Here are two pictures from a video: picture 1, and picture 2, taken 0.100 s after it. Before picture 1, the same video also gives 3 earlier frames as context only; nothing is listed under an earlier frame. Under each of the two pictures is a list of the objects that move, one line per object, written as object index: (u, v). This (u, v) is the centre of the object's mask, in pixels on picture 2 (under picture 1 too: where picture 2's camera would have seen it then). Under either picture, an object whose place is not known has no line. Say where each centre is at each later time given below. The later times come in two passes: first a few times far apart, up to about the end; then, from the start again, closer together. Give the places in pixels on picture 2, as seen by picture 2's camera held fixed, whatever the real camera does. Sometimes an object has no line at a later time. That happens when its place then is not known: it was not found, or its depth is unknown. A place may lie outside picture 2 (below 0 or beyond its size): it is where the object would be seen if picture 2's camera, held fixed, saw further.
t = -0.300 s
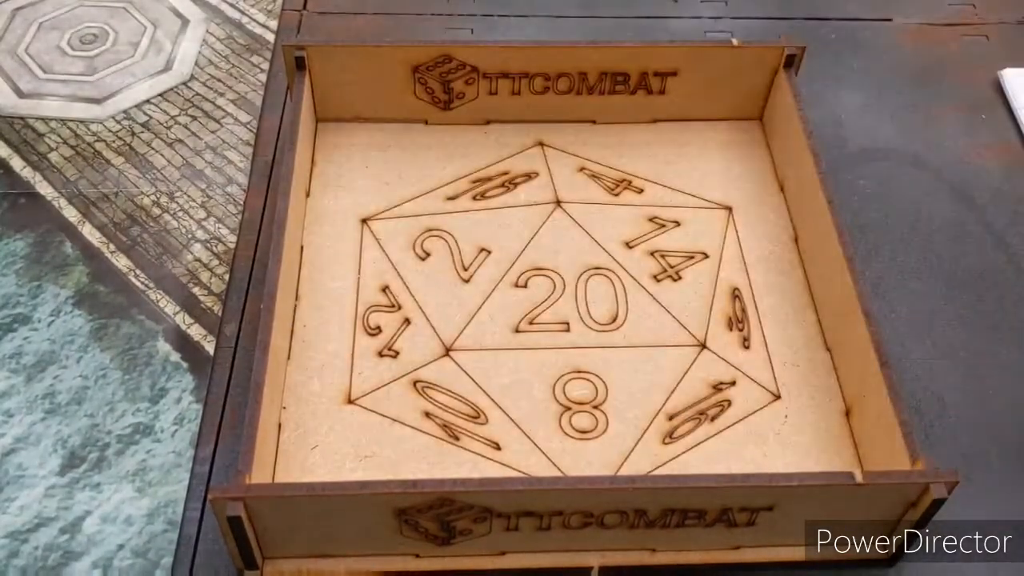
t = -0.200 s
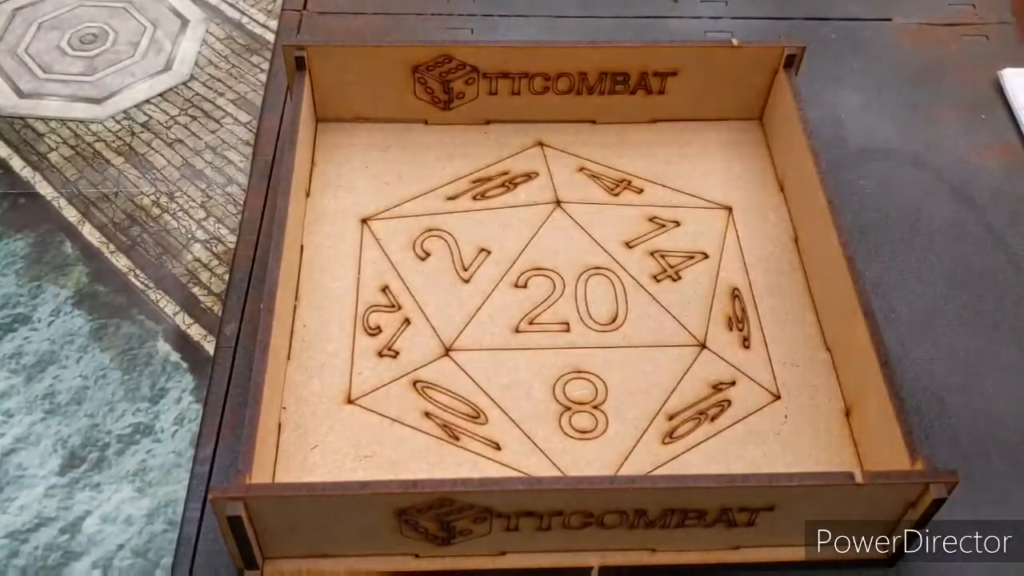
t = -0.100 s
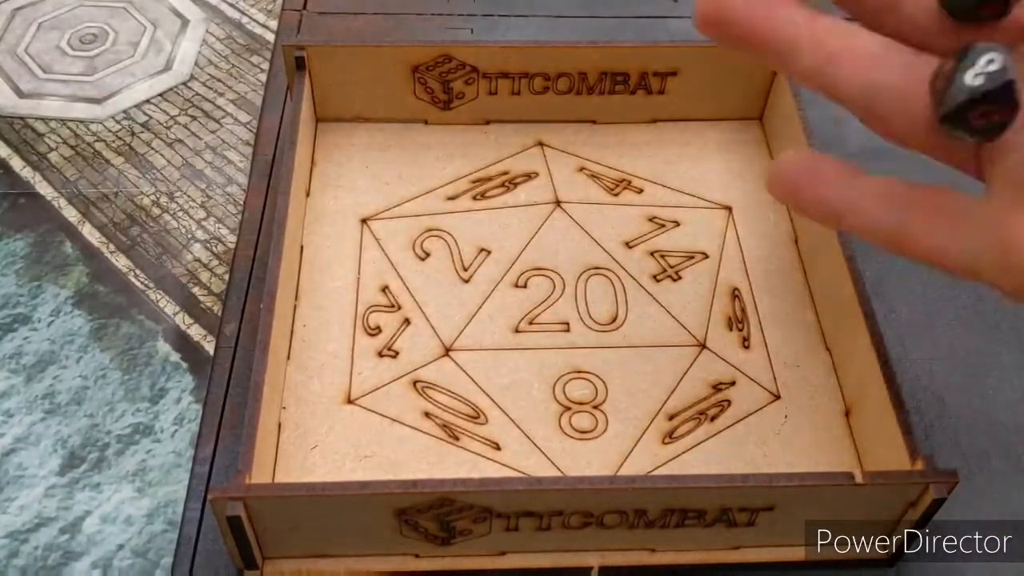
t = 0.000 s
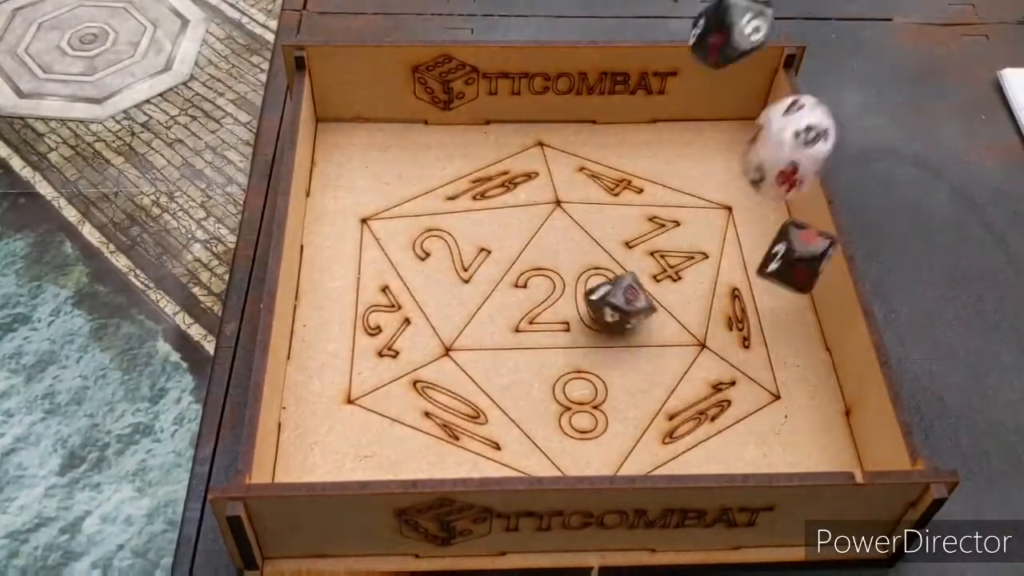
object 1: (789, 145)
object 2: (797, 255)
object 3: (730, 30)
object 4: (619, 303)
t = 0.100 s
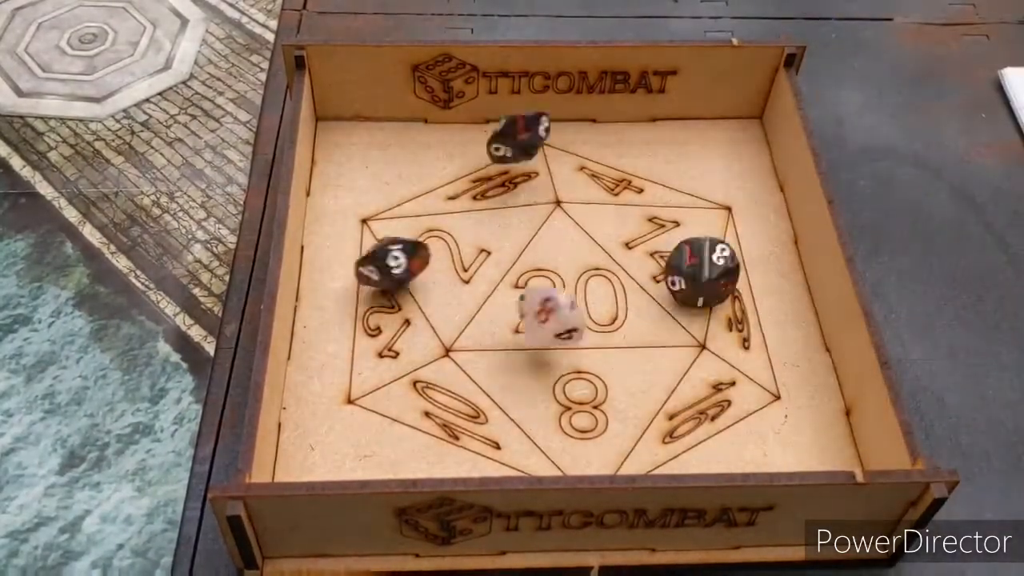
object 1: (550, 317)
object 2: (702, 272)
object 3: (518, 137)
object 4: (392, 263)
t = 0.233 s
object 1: (322, 391)
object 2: (655, 257)
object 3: (336, 130)
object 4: (351, 233)
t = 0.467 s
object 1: (315, 410)
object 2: (665, 257)
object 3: (354, 150)
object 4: (353, 229)
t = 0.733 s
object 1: (315, 410)
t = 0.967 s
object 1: (315, 410)
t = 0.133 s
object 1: (484, 342)
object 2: (682, 272)
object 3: (461, 132)
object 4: (326, 249)
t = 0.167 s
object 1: (423, 360)
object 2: (666, 266)
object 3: (412, 116)
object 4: (335, 241)
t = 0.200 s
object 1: (371, 373)
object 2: (657, 260)
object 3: (368, 124)
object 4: (345, 235)
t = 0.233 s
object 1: (322, 391)
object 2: (655, 257)
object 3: (336, 130)
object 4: (351, 233)
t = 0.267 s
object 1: (309, 398)
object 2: (653, 256)
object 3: (339, 142)
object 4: (354, 230)
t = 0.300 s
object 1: (314, 405)
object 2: (654, 256)
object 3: (346, 148)
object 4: (355, 229)
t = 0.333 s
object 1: (315, 411)
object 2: (657, 257)
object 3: (352, 150)
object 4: (353, 230)
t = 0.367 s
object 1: (315, 412)
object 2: (663, 258)
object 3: (355, 151)
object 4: (354, 229)
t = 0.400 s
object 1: (316, 409)
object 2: (668, 259)
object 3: (354, 150)
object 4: (353, 230)
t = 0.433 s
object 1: (315, 410)
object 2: (667, 258)
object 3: (355, 150)
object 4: (354, 230)
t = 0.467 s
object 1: (315, 410)
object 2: (665, 257)
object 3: (354, 150)
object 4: (353, 229)
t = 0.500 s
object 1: (315, 409)
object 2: (667, 258)
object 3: (354, 150)
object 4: (353, 230)
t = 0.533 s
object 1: (315, 410)
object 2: (666, 257)
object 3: (354, 150)
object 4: (353, 230)
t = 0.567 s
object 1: (315, 410)
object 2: (667, 257)
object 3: (354, 150)
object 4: (353, 230)
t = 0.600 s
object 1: (315, 409)
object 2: (666, 257)
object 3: (354, 150)
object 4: (353, 229)
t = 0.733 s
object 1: (315, 410)
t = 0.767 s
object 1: (315, 410)
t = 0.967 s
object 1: (315, 410)
